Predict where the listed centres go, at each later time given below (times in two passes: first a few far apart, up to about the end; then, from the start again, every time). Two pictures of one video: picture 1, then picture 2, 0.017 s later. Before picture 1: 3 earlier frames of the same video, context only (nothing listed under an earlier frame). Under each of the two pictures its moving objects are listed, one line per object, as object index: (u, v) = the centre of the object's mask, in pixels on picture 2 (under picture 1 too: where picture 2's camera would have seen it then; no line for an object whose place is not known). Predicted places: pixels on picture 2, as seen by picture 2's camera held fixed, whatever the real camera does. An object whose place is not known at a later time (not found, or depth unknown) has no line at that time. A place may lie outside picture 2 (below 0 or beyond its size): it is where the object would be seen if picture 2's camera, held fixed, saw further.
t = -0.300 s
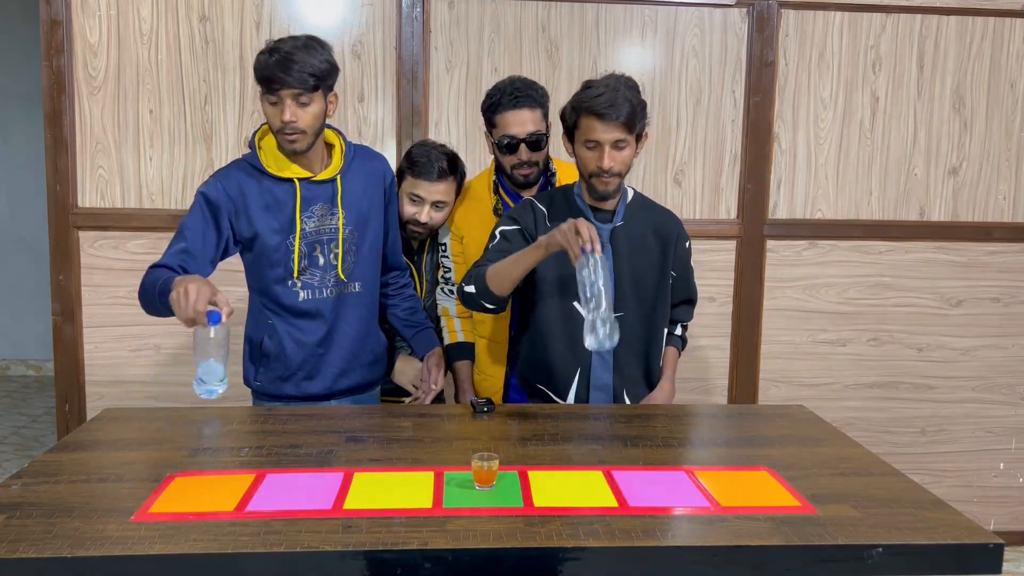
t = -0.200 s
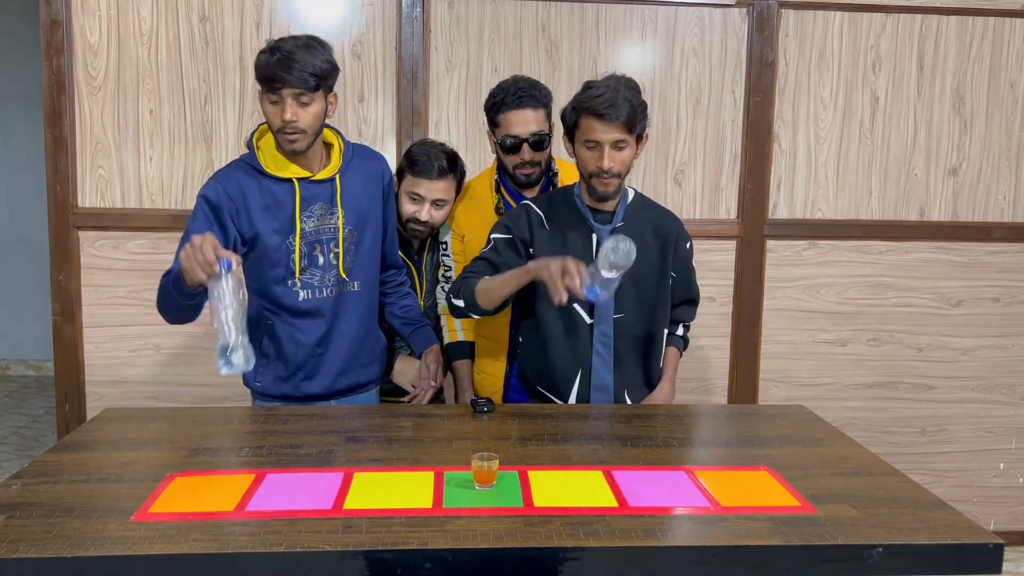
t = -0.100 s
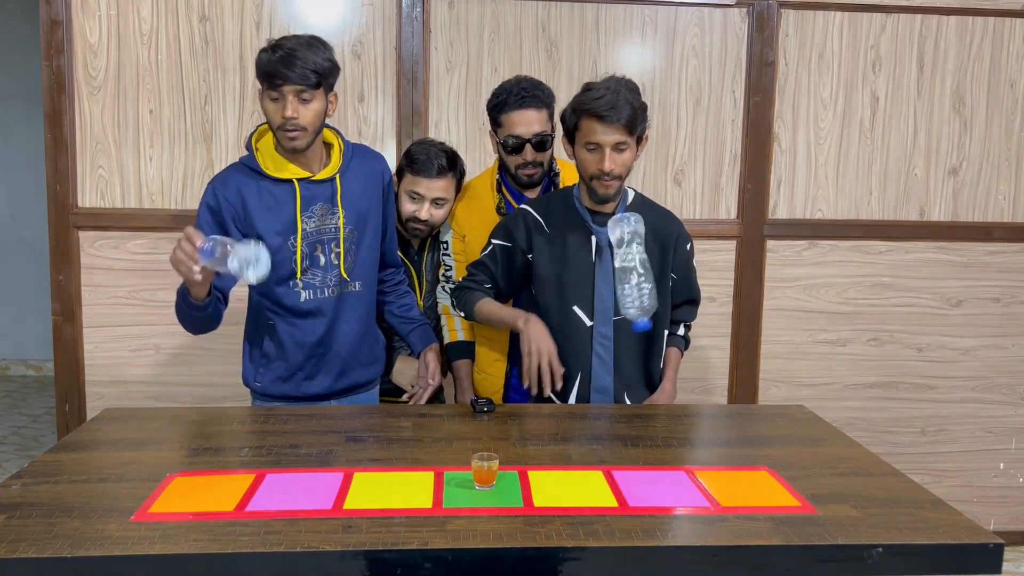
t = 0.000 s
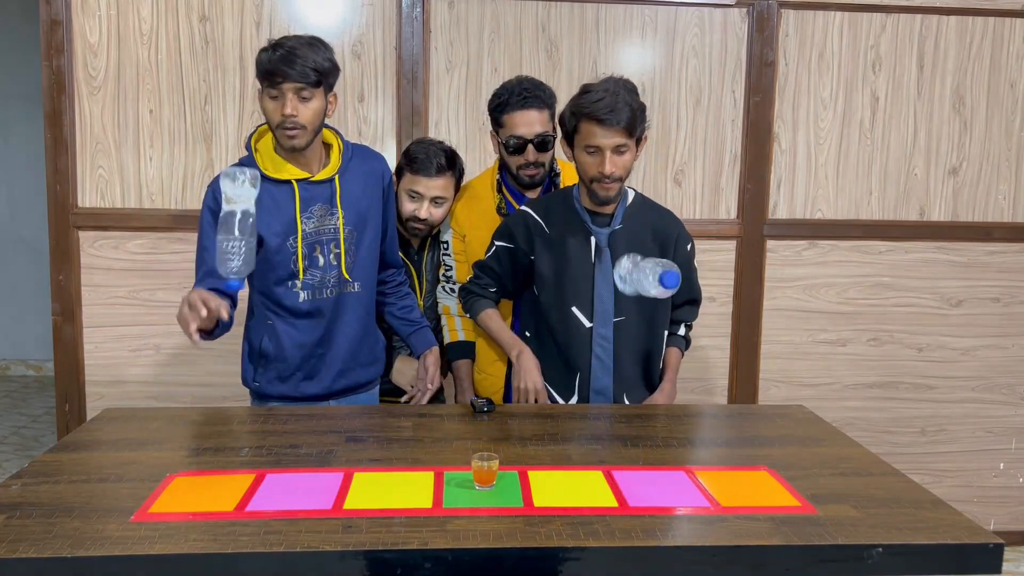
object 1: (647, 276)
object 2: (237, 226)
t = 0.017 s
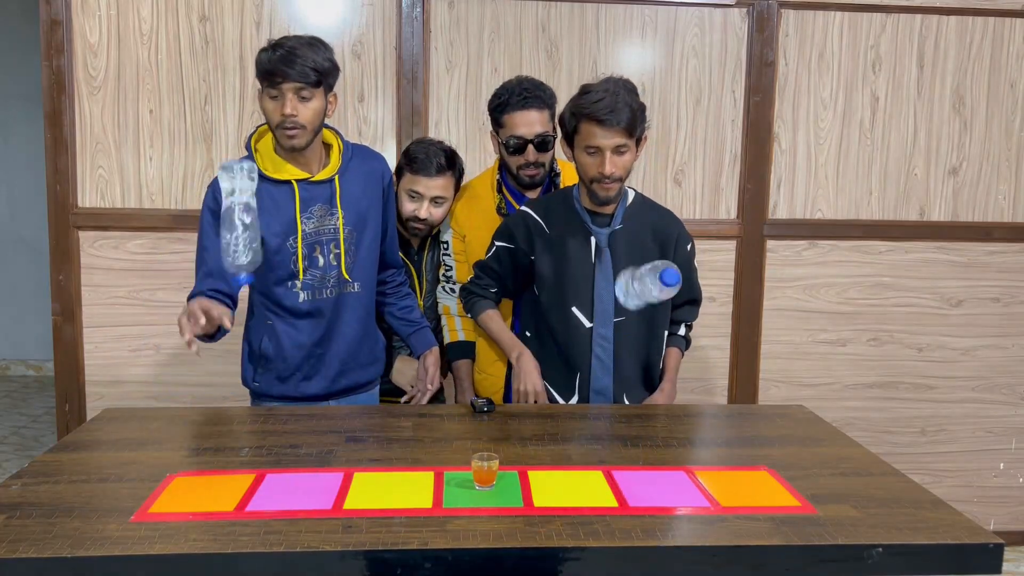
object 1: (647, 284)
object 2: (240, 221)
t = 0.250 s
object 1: (668, 411)
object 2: (231, 238)
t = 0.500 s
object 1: (687, 456)
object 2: (199, 432)
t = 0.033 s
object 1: (649, 294)
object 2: (242, 214)
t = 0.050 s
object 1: (649, 306)
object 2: (244, 207)
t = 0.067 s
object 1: (650, 320)
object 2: (246, 202)
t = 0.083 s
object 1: (651, 336)
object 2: (247, 195)
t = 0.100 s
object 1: (652, 353)
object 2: (246, 189)
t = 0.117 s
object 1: (652, 374)
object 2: (245, 185)
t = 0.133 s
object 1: (654, 396)
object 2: (244, 184)
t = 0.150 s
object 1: (656, 407)
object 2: (242, 184)
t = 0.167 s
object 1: (660, 407)
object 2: (241, 188)
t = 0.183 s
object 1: (662, 408)
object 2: (239, 194)
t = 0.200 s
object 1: (664, 408)
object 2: (237, 201)
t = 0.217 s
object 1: (665, 409)
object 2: (235, 211)
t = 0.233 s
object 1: (666, 410)
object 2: (233, 223)
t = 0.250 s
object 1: (668, 411)
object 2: (231, 238)
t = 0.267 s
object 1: (669, 413)
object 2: (229, 255)
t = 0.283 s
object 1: (671, 416)
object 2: (227, 274)
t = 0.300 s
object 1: (673, 418)
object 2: (226, 294)
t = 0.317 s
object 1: (675, 422)
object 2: (224, 319)
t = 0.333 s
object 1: (677, 427)
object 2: (222, 343)
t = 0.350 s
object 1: (679, 432)
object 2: (222, 370)
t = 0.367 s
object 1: (681, 440)
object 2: (220, 398)
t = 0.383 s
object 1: (682, 447)
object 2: (215, 400)
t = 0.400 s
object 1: (683, 456)
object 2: (211, 403)
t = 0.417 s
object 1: (685, 454)
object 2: (209, 408)
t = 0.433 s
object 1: (686, 456)
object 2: (206, 411)
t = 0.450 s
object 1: (686, 456)
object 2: (205, 416)
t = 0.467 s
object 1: (686, 456)
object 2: (204, 421)
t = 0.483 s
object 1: (687, 456)
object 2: (201, 426)
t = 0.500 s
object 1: (687, 456)
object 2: (199, 432)
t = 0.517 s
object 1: (688, 456)
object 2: (197, 437)
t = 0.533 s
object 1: (688, 456)
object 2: (195, 437)
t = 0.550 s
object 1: (688, 456)
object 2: (192, 437)
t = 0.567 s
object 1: (689, 456)
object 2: (191, 437)
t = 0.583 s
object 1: (689, 456)
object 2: (189, 437)
